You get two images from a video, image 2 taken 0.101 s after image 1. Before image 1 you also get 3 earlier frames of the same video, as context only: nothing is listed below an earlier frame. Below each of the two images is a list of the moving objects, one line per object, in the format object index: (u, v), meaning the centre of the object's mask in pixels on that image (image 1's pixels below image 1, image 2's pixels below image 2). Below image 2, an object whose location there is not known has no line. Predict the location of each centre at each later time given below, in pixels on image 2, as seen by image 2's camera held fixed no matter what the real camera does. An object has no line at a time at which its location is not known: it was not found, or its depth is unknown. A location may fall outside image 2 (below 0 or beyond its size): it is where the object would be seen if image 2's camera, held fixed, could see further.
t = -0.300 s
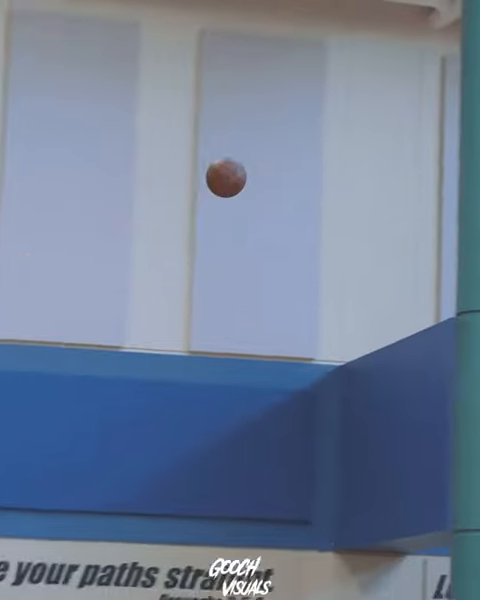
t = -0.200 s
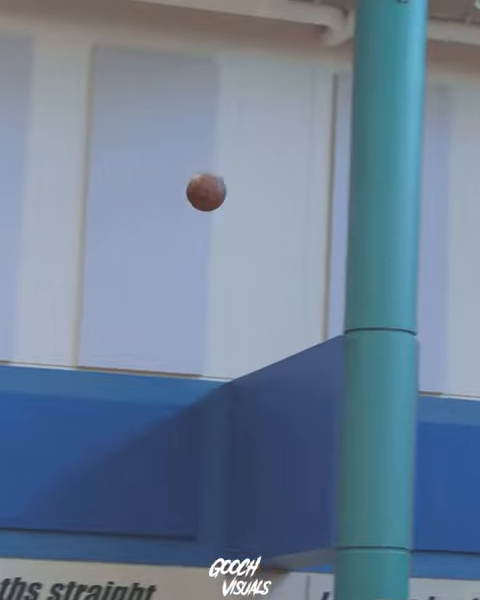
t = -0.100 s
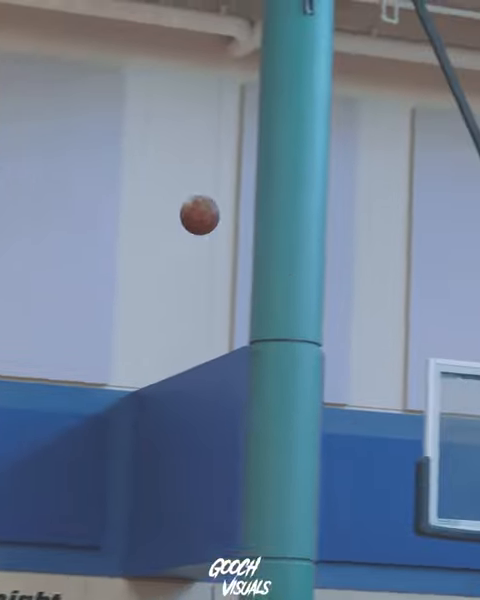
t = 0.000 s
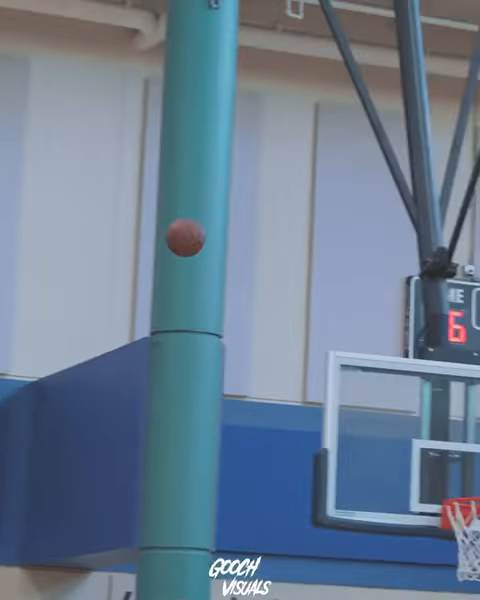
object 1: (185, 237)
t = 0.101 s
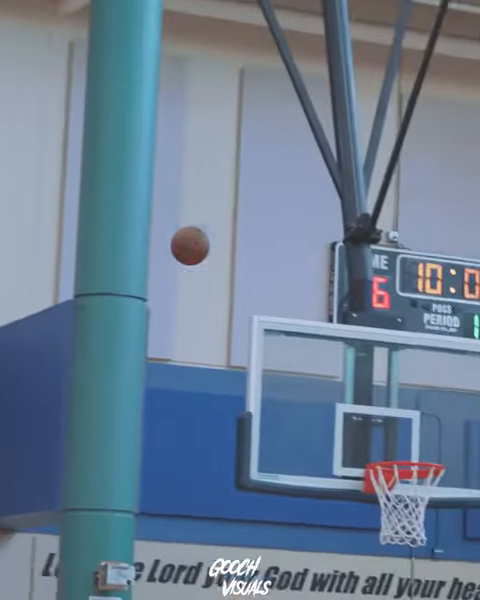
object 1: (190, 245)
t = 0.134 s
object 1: (216, 264)
